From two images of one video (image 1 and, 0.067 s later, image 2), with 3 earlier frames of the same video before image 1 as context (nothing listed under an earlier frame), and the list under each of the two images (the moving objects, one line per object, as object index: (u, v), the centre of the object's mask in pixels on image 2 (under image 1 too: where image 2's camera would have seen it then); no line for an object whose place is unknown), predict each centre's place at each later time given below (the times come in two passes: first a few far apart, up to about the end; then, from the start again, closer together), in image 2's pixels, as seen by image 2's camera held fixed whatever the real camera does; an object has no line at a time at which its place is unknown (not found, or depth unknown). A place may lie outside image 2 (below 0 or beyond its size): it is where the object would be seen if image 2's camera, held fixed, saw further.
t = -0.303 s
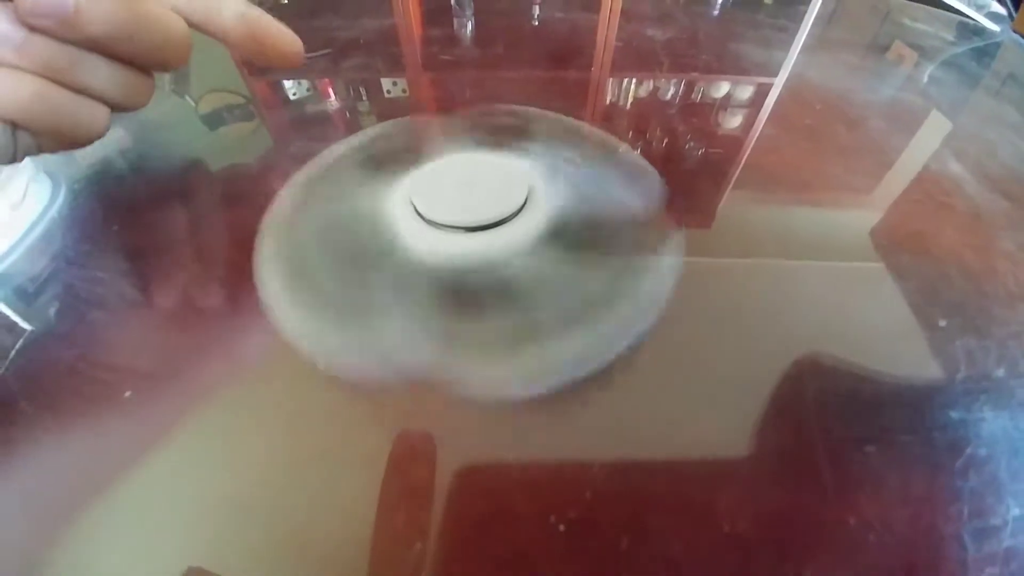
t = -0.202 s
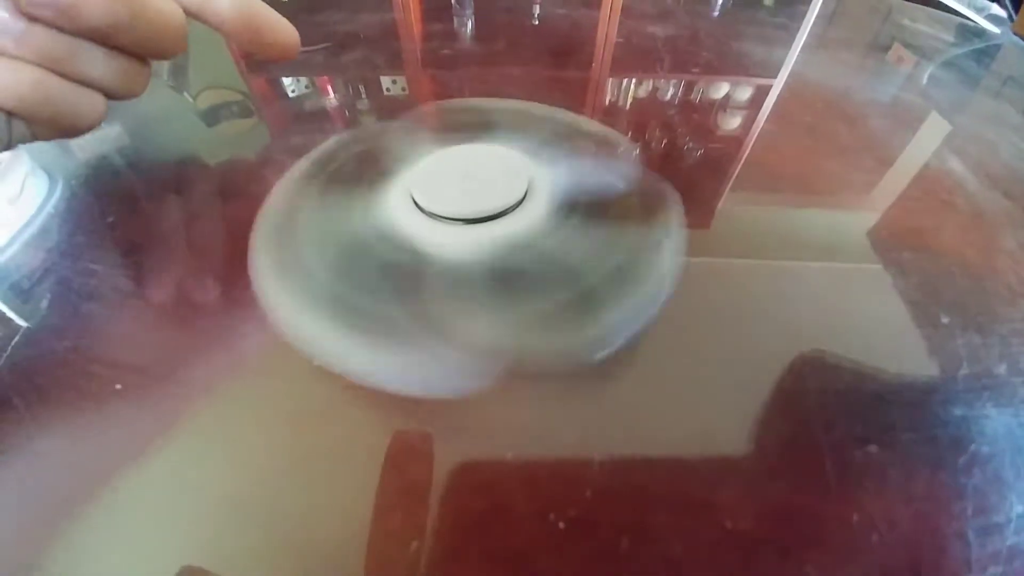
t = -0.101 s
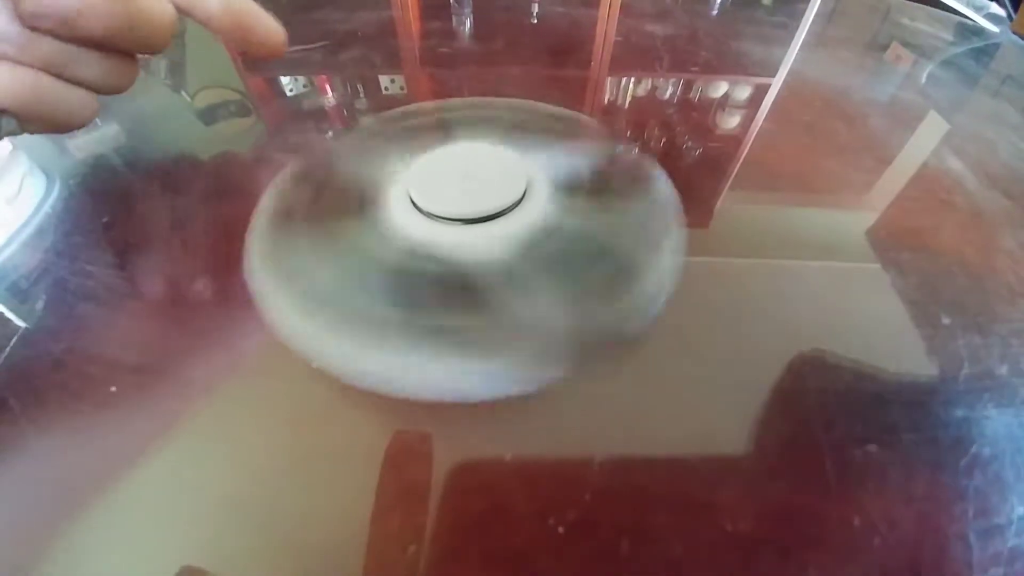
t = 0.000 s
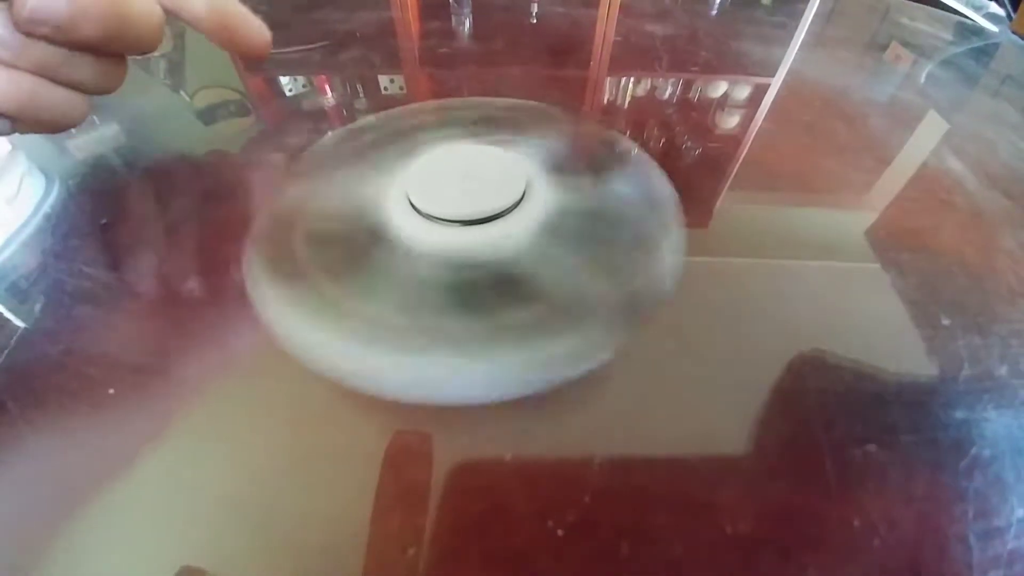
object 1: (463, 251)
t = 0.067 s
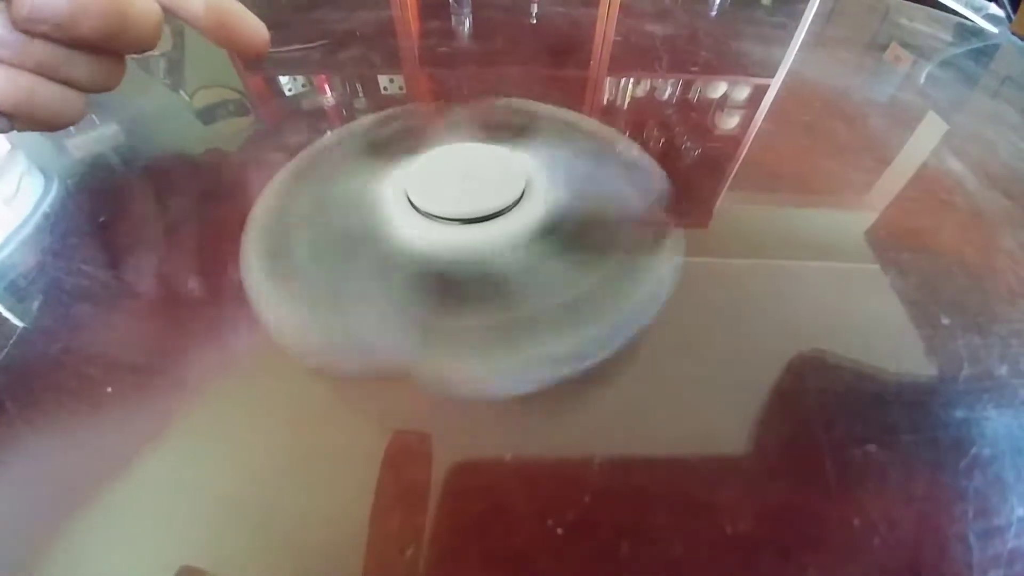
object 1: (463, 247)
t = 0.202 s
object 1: (466, 246)
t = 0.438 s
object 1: (466, 245)
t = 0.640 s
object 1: (463, 245)
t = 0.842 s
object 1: (465, 245)
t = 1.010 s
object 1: (466, 241)
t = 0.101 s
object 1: (465, 249)
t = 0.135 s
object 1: (463, 248)
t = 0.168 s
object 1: (462, 247)
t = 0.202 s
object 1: (466, 246)
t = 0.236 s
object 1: (464, 250)
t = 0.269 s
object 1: (462, 250)
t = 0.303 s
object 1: (463, 246)
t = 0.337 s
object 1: (465, 249)
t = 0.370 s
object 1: (462, 248)
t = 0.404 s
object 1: (462, 247)
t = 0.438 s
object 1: (466, 245)
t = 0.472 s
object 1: (463, 248)
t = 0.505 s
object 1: (463, 247)
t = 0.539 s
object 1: (463, 245)
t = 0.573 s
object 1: (465, 248)
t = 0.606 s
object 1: (463, 247)
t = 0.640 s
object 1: (463, 245)
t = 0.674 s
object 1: (467, 243)
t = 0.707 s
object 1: (465, 245)
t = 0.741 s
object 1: (464, 244)
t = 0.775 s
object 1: (464, 242)
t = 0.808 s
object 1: (466, 245)
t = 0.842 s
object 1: (465, 245)
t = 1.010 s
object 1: (466, 241)
